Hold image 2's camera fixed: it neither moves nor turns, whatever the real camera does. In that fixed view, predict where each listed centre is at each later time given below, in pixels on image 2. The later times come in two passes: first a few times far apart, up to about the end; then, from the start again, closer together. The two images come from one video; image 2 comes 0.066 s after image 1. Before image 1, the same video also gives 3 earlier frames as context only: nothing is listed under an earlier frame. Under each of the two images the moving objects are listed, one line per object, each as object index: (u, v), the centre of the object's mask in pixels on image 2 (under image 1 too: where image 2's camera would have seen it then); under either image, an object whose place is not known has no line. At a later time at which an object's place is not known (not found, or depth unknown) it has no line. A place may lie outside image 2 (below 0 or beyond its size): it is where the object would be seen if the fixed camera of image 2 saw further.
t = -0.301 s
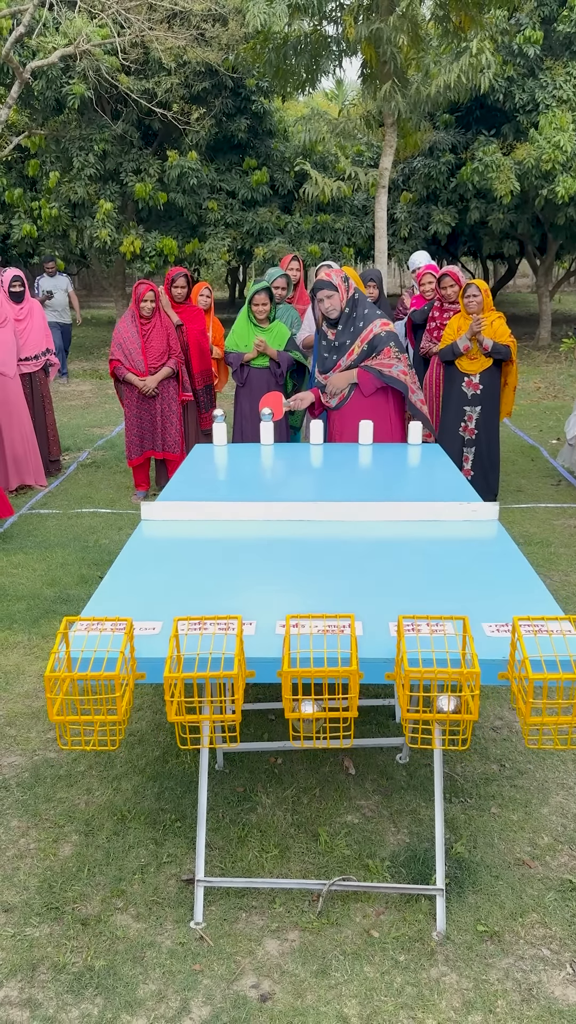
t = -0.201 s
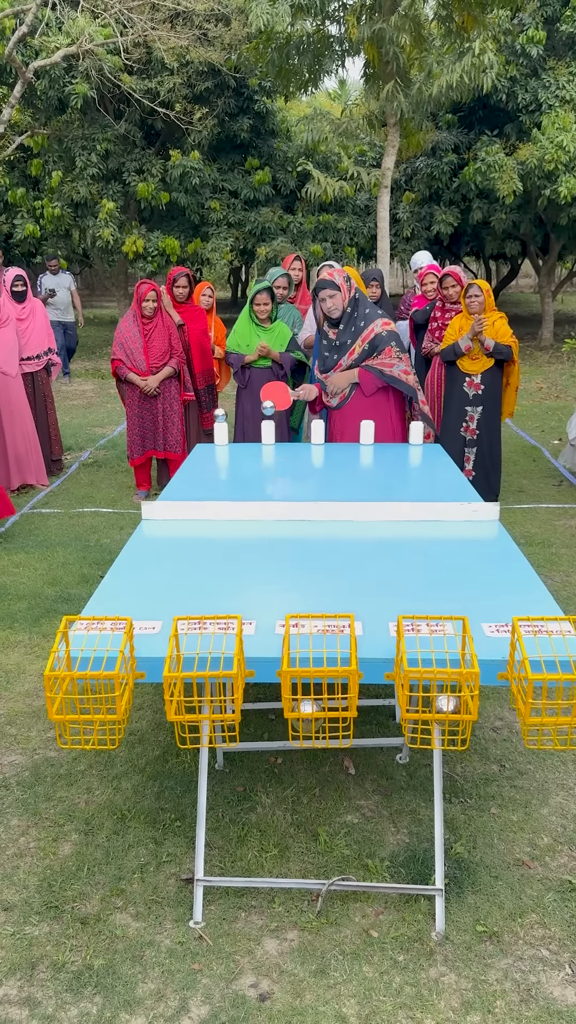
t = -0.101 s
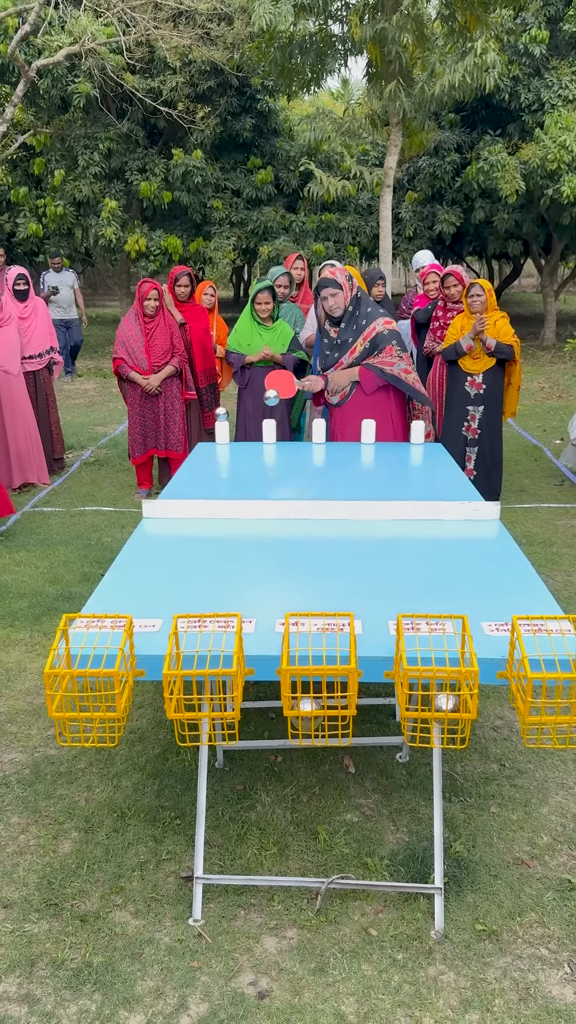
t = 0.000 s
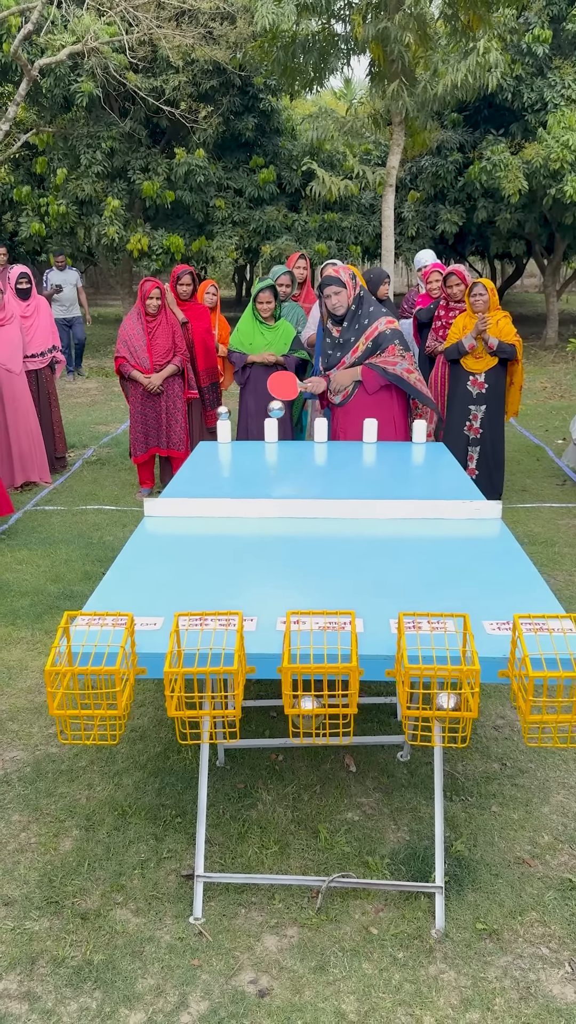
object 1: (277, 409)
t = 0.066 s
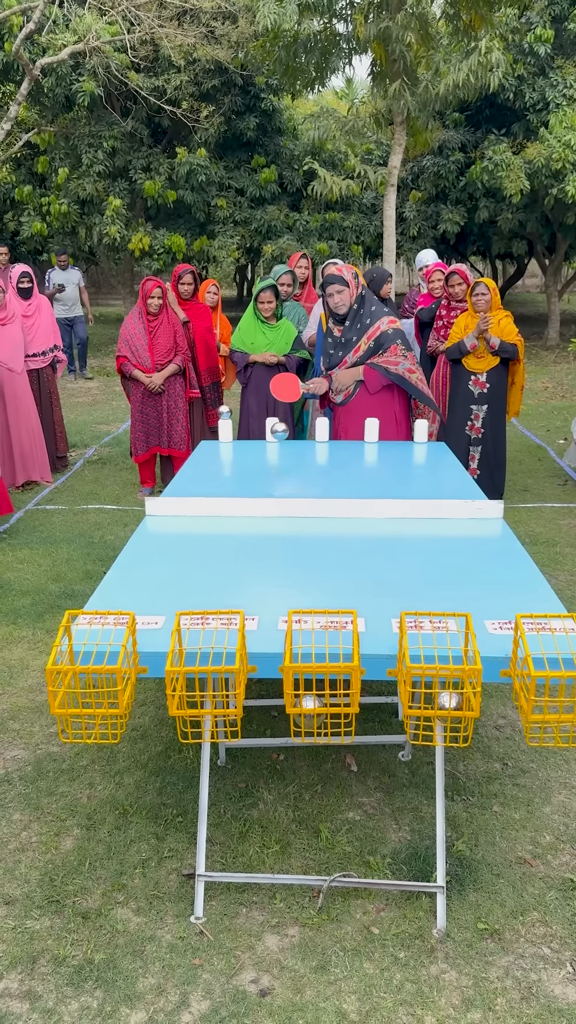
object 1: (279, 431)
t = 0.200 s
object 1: (282, 477)
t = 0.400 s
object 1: (284, 483)
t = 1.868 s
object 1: (425, 613)
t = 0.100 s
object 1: (280, 447)
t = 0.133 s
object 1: (281, 467)
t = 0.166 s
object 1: (282, 483)
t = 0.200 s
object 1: (282, 477)
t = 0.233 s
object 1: (282, 473)
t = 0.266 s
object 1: (282, 473)
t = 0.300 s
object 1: (282, 476)
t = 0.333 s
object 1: (282, 480)
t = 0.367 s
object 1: (283, 486)
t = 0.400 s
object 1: (284, 483)
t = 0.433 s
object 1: (285, 481)
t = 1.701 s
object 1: (396, 610)
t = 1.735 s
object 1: (403, 611)
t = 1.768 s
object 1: (409, 611)
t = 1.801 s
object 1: (415, 613)
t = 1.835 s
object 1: (420, 613)
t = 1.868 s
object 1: (425, 613)
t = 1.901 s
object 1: (431, 614)
